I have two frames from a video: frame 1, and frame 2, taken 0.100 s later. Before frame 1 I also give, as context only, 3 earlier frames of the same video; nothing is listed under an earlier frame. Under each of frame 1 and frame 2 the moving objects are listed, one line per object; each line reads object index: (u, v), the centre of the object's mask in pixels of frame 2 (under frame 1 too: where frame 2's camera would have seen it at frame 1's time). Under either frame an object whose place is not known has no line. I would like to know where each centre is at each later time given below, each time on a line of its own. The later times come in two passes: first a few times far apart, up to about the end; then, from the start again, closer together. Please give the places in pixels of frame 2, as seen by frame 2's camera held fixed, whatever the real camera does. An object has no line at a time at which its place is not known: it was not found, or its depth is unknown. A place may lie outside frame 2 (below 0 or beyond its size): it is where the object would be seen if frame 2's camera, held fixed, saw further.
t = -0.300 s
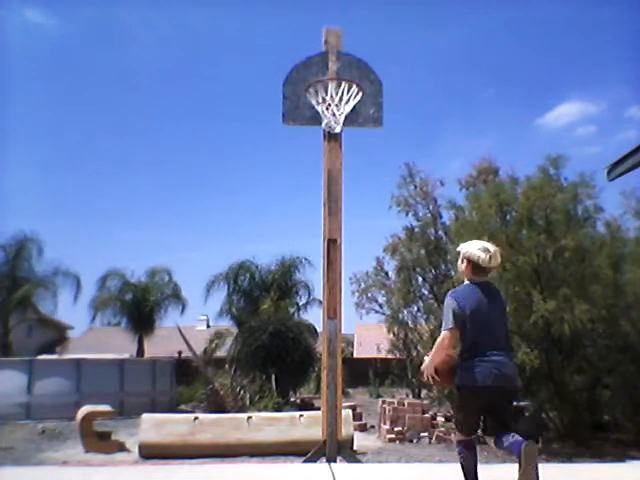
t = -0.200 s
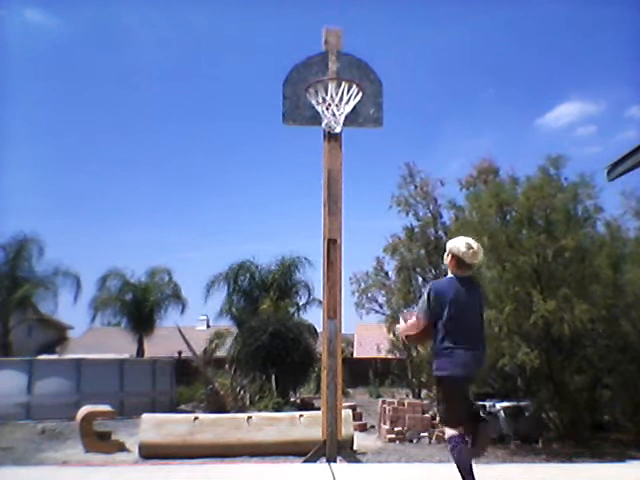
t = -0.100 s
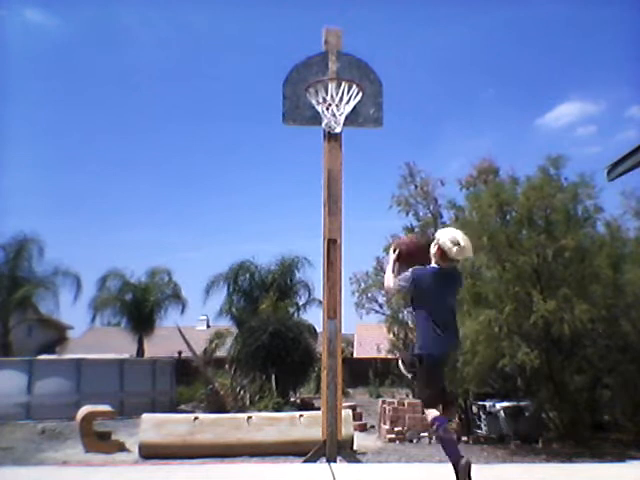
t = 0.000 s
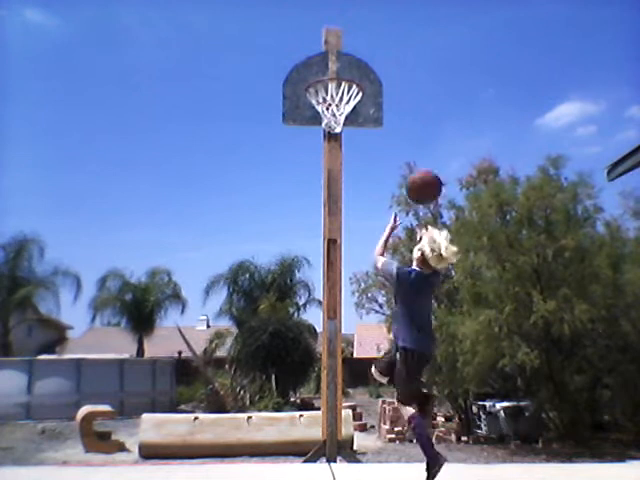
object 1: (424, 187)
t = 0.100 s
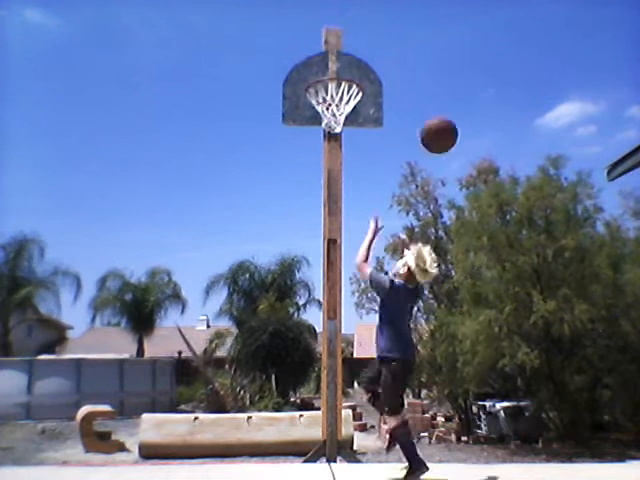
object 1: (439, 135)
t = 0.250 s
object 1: (463, 79)
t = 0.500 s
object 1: (514, 52)
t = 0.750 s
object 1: (587, 141)
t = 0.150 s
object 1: (446, 113)
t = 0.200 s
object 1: (455, 94)
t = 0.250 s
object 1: (463, 79)
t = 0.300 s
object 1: (472, 66)
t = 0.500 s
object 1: (514, 52)
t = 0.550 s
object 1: (526, 59)
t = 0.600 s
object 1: (540, 71)
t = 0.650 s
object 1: (554, 88)
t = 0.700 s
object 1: (570, 111)
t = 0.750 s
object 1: (587, 141)
